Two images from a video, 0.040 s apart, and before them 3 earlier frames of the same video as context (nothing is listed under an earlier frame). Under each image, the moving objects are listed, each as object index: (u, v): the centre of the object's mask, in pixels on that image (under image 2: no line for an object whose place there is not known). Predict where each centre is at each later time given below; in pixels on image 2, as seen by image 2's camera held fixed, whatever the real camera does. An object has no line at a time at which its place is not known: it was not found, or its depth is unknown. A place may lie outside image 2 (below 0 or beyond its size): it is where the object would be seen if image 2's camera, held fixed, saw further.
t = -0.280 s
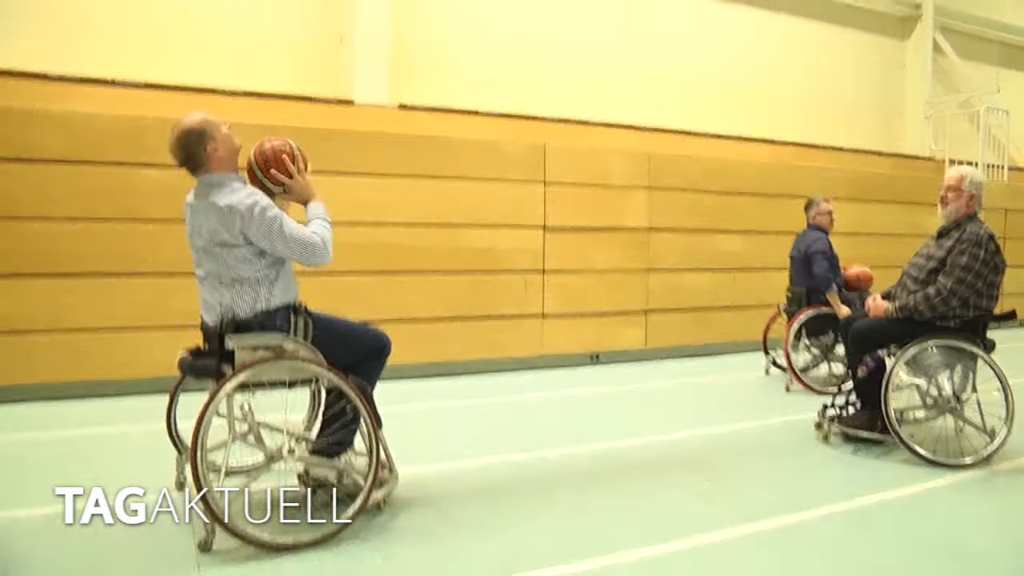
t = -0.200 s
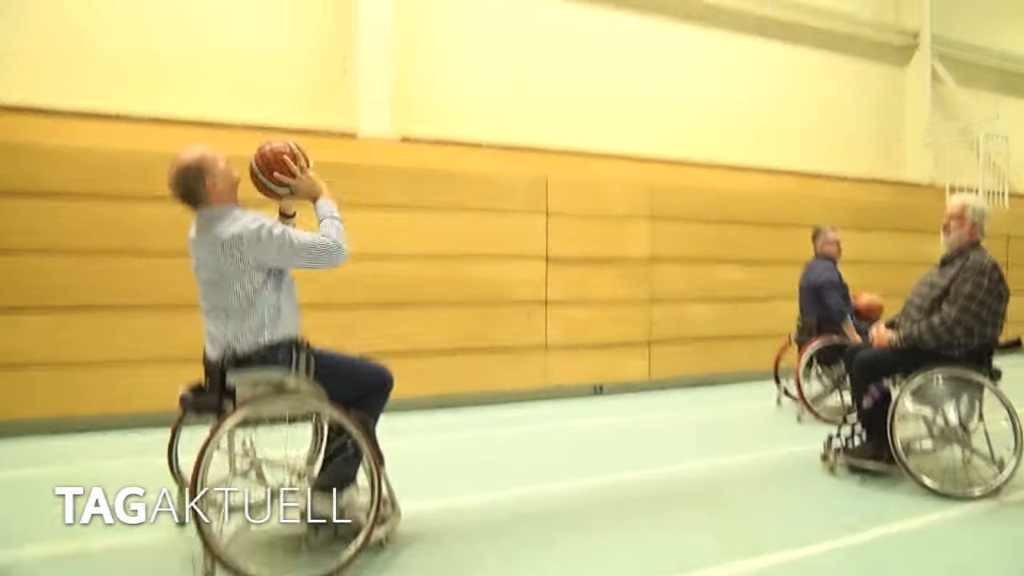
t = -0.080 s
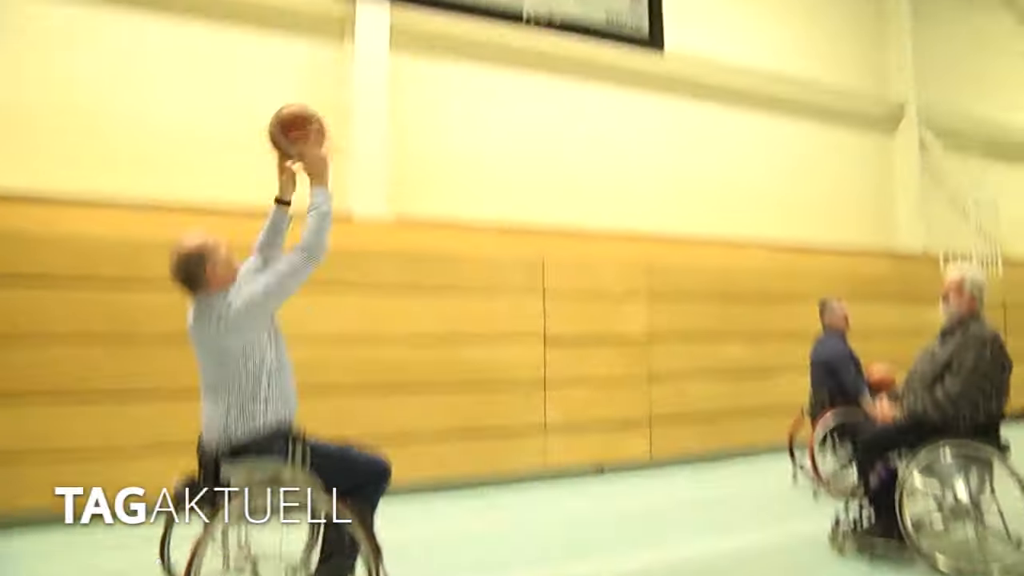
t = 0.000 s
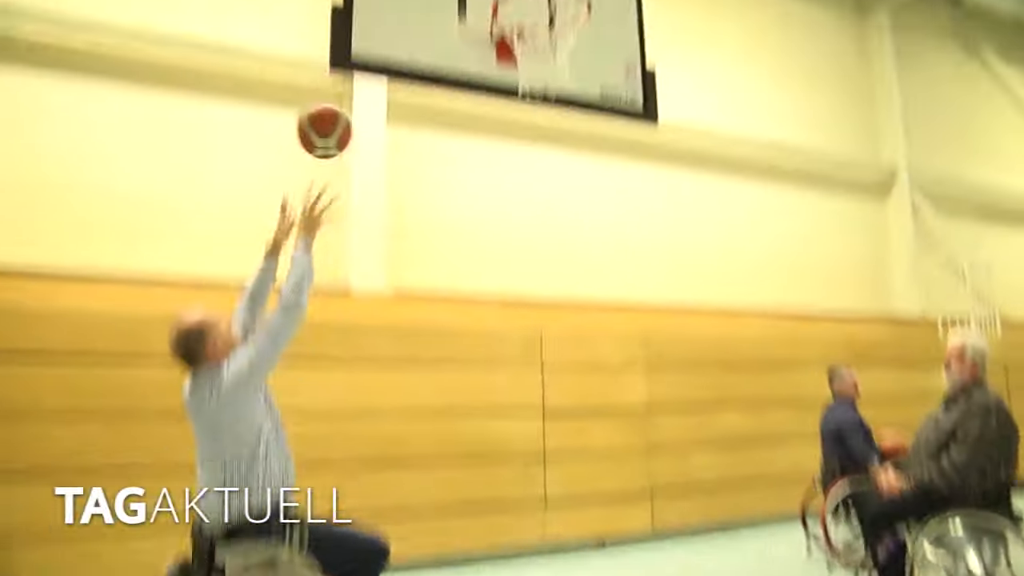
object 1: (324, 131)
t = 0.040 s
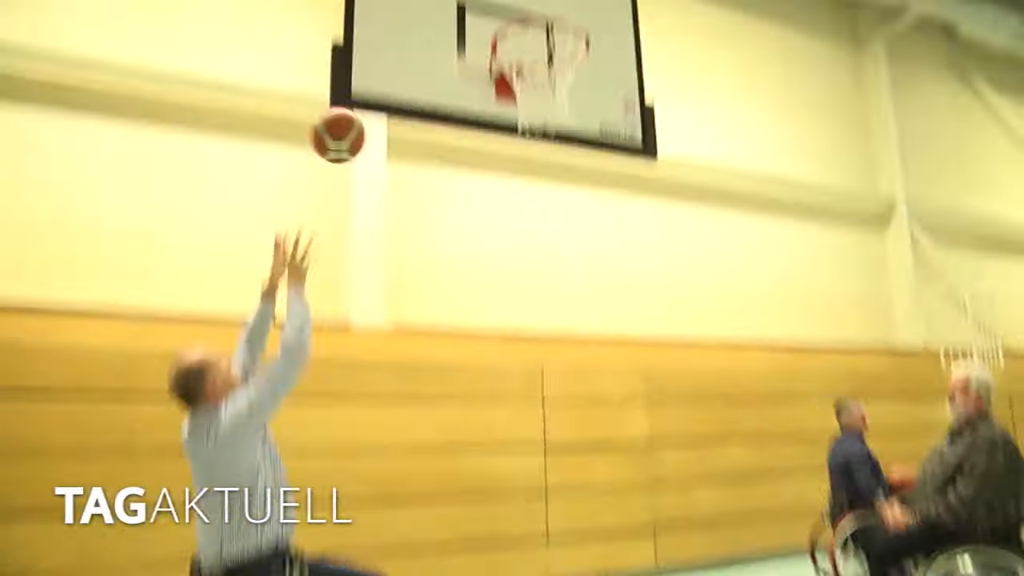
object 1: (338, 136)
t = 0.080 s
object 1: (352, 109)
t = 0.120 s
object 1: (364, 90)
